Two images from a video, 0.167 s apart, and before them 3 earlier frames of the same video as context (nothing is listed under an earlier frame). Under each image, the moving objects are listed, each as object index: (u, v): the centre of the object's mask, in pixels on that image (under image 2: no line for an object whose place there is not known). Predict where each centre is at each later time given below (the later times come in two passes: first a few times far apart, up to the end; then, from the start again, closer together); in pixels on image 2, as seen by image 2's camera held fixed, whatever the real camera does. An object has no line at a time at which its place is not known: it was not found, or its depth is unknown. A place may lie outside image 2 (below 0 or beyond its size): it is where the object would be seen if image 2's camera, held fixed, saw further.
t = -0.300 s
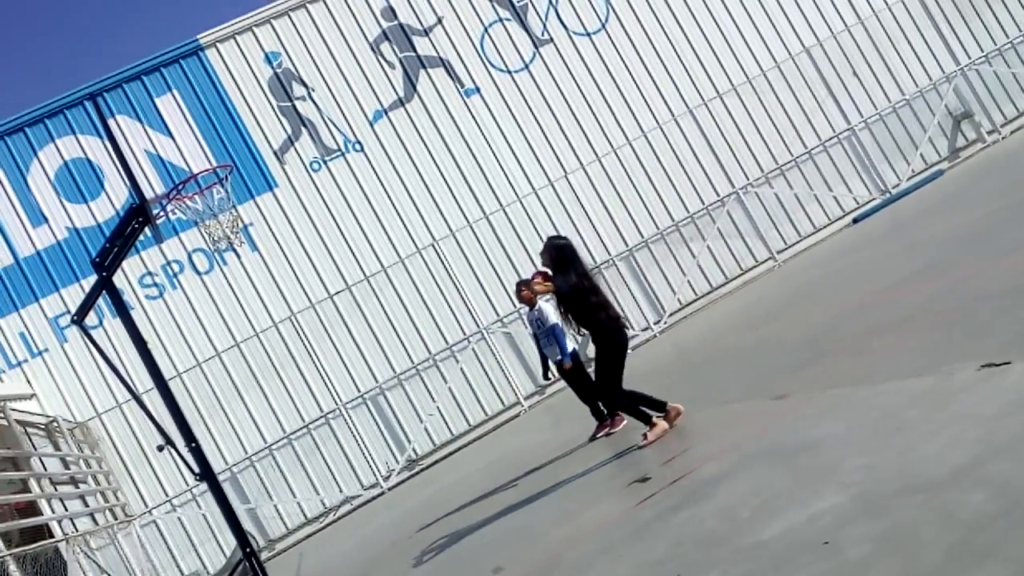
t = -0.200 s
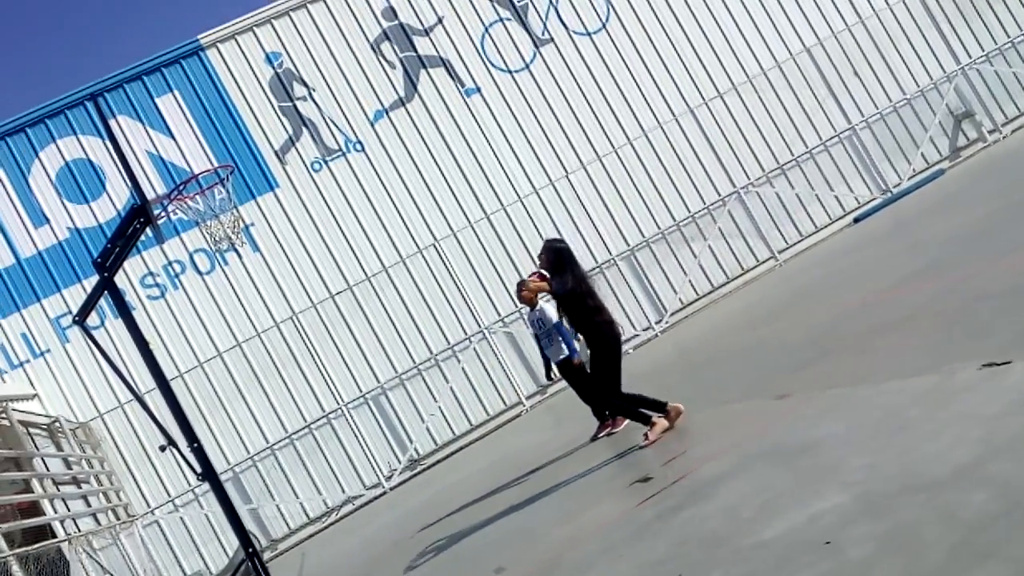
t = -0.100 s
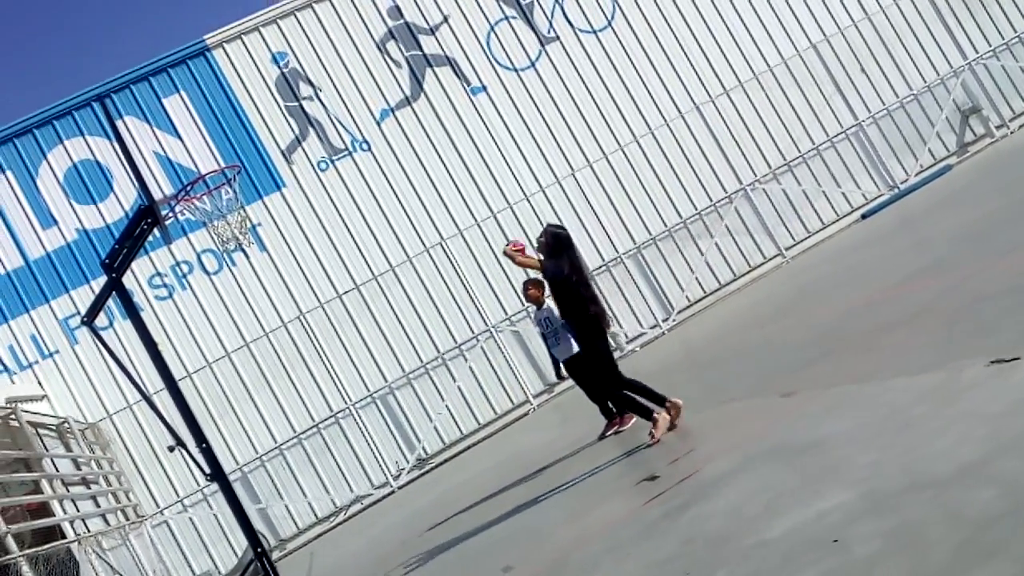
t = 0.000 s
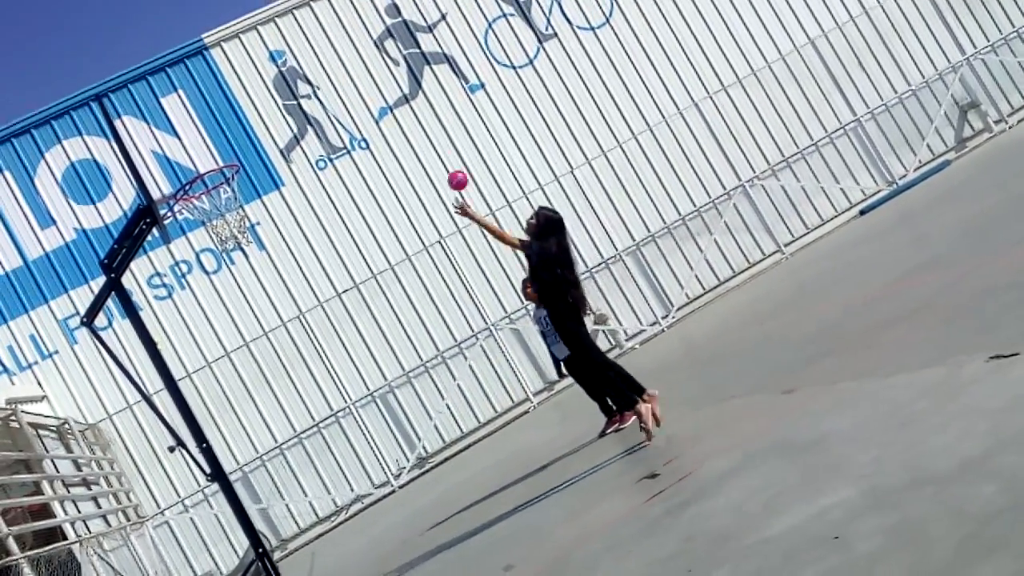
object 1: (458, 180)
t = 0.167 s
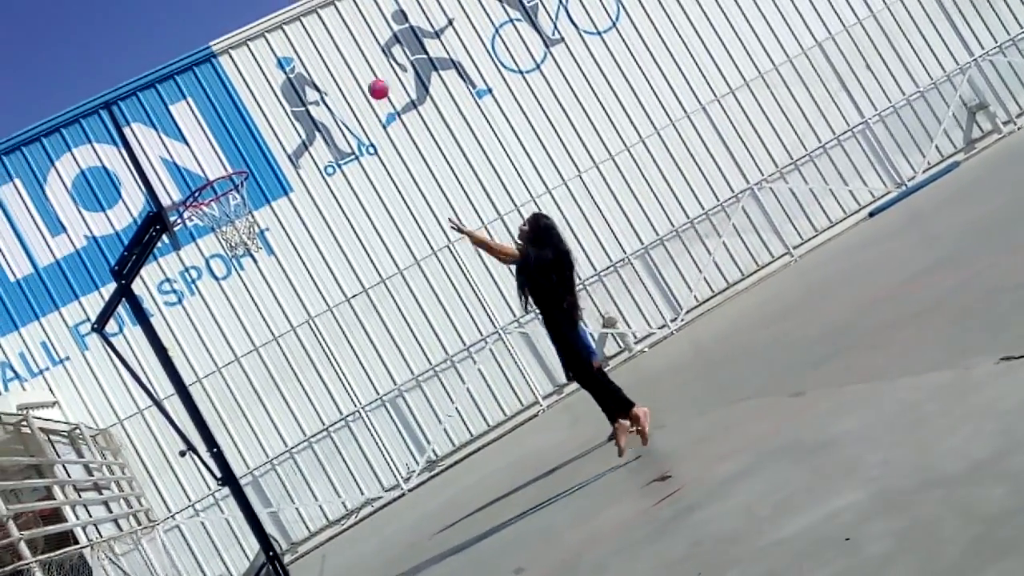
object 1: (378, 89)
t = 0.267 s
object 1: (337, 50)
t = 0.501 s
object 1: (270, 9)
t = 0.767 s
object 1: (243, 41)
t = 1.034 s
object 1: (264, 160)
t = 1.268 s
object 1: (319, 330)
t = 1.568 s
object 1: (379, 524)
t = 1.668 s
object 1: (333, 457)
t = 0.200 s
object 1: (364, 74)
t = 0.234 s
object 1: (350, 61)
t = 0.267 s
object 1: (337, 50)
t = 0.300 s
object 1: (324, 40)
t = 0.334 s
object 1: (313, 30)
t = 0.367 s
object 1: (303, 23)
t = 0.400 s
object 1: (293, 17)
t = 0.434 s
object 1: (285, 12)
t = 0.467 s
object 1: (277, 9)
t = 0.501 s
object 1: (270, 9)
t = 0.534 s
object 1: (265, 9)
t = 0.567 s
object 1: (260, 10)
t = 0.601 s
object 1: (254, 11)
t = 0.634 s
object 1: (251, 14)
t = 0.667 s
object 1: (247, 19)
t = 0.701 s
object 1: (246, 25)
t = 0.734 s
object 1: (244, 33)
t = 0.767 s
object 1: (243, 41)
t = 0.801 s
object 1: (243, 51)
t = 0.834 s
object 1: (244, 62)
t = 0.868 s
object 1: (245, 75)
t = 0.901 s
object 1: (248, 89)
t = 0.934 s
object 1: (251, 105)
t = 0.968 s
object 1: (255, 122)
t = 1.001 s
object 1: (259, 140)
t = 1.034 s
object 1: (264, 160)
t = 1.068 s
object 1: (271, 181)
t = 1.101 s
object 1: (277, 202)
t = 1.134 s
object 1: (284, 226)
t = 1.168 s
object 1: (292, 250)
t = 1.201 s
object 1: (300, 276)
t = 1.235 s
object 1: (310, 302)
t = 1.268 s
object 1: (319, 330)
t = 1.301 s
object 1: (331, 360)
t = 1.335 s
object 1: (342, 391)
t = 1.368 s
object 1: (354, 423)
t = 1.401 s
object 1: (366, 456)
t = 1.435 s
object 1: (379, 491)
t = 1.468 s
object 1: (391, 527)
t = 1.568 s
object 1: (379, 524)
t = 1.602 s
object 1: (363, 500)
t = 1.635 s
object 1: (348, 478)
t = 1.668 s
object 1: (333, 457)
